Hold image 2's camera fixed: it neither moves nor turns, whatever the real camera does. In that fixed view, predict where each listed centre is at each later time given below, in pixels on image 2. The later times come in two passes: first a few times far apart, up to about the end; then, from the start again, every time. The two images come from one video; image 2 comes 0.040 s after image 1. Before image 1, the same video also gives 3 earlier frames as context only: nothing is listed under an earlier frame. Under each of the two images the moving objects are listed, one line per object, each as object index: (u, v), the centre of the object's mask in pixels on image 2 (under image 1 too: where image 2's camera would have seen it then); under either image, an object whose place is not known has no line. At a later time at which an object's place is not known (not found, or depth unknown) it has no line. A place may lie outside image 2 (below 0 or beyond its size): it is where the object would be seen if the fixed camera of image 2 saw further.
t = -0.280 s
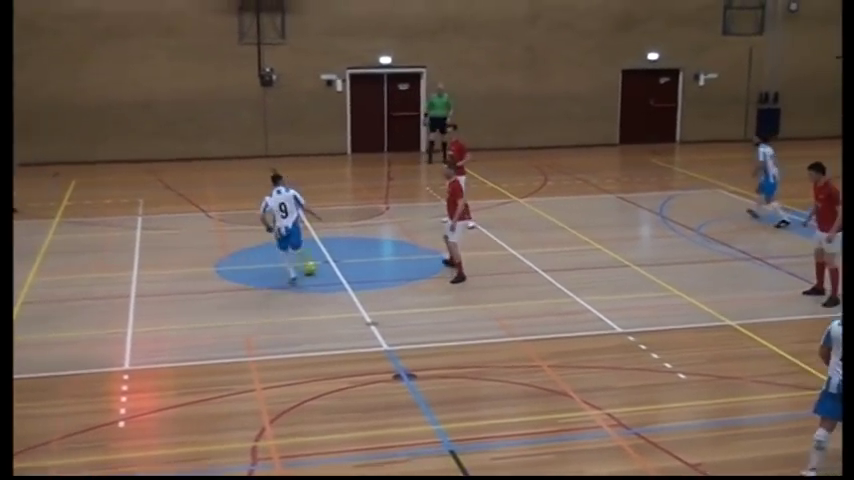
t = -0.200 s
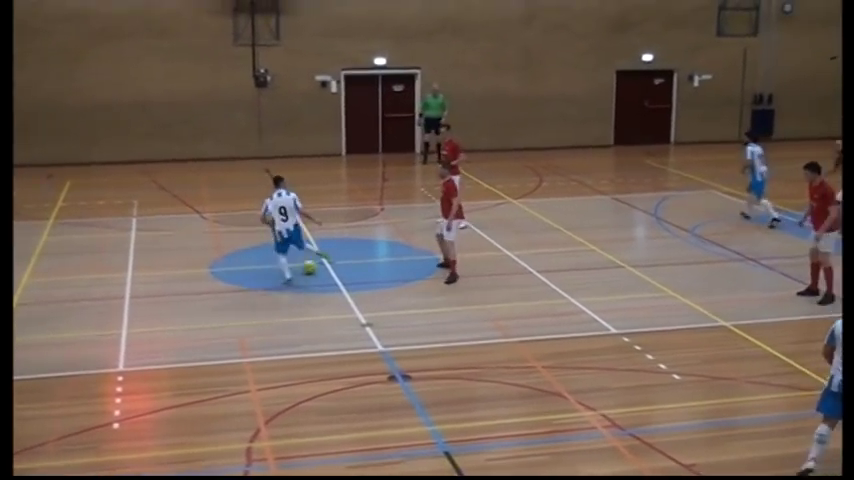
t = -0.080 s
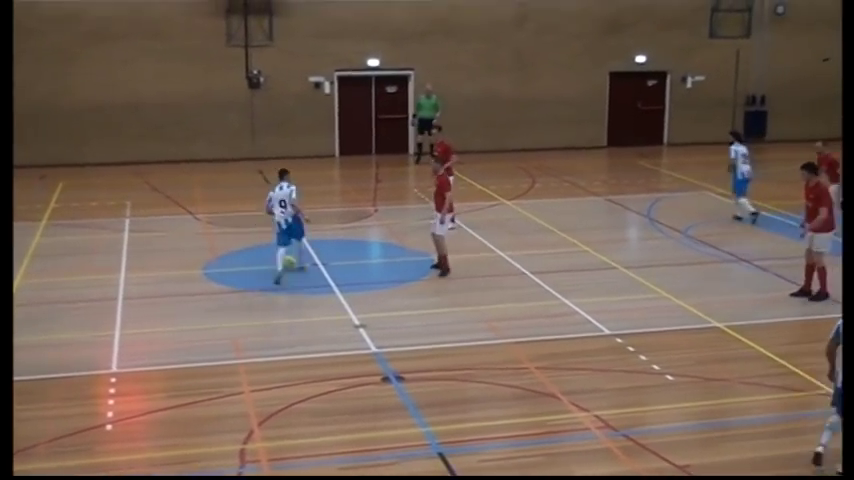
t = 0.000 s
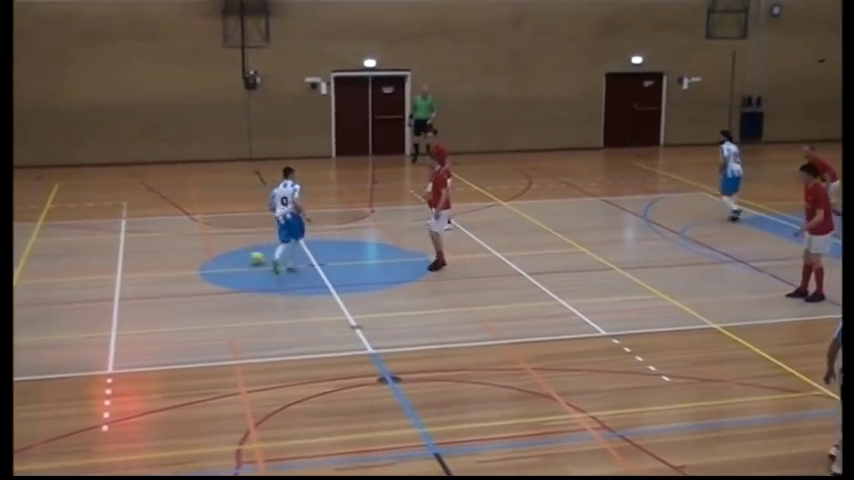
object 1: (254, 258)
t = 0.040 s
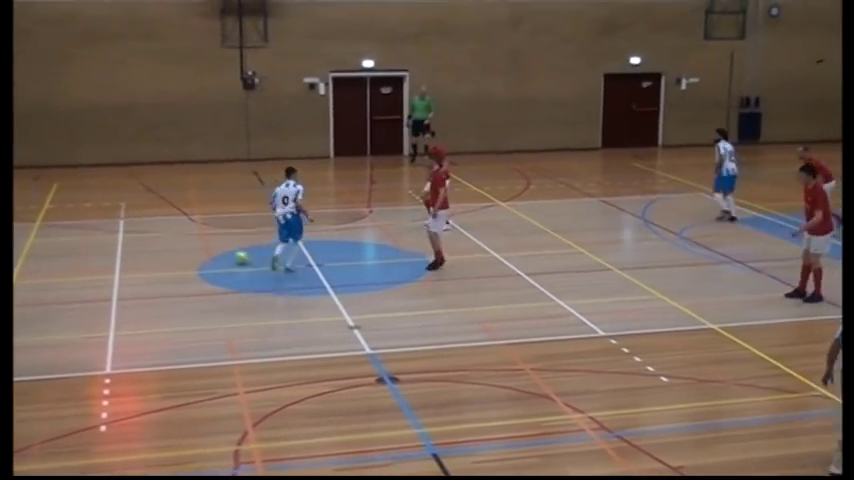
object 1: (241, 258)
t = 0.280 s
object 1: (179, 246)
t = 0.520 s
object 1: (133, 236)
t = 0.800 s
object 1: (89, 227)
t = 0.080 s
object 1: (229, 255)
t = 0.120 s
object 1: (215, 254)
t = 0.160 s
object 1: (201, 252)
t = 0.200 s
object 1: (192, 252)
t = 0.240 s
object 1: (188, 248)
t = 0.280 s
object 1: (179, 246)
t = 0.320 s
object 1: (169, 245)
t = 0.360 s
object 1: (161, 243)
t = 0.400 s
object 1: (154, 240)
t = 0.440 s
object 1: (147, 239)
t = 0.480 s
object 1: (139, 238)
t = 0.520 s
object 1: (133, 236)
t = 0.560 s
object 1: (127, 234)
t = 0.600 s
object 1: (120, 233)
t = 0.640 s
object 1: (114, 232)
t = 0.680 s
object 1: (108, 231)
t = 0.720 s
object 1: (100, 230)
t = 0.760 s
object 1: (95, 228)
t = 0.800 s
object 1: (89, 227)
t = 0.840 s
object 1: (83, 226)
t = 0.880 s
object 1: (78, 224)
